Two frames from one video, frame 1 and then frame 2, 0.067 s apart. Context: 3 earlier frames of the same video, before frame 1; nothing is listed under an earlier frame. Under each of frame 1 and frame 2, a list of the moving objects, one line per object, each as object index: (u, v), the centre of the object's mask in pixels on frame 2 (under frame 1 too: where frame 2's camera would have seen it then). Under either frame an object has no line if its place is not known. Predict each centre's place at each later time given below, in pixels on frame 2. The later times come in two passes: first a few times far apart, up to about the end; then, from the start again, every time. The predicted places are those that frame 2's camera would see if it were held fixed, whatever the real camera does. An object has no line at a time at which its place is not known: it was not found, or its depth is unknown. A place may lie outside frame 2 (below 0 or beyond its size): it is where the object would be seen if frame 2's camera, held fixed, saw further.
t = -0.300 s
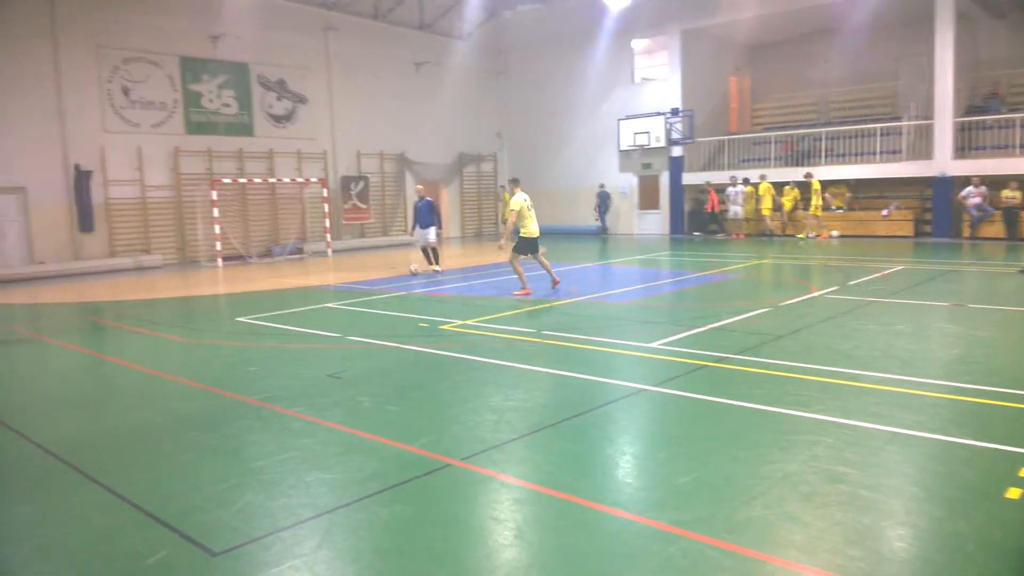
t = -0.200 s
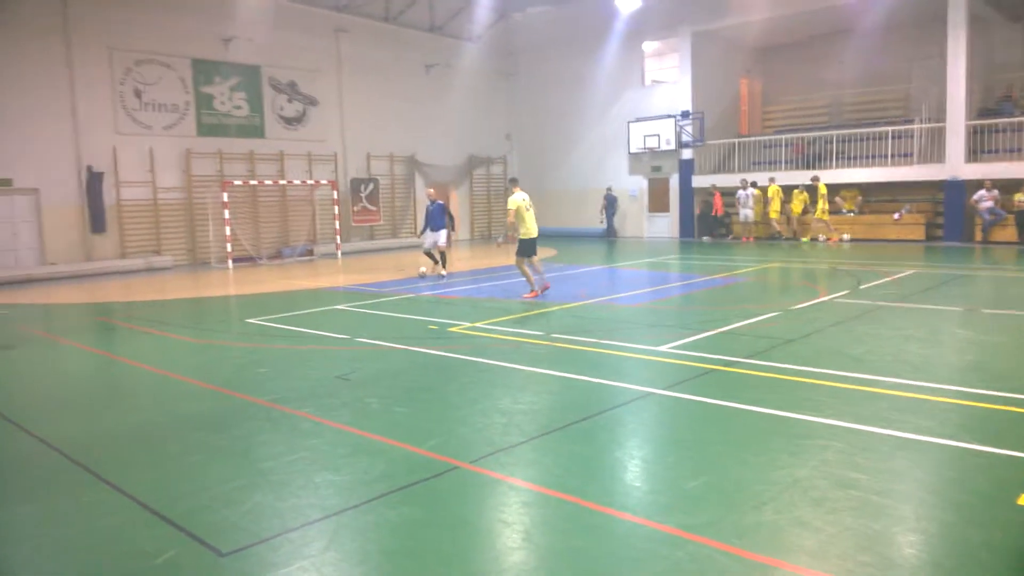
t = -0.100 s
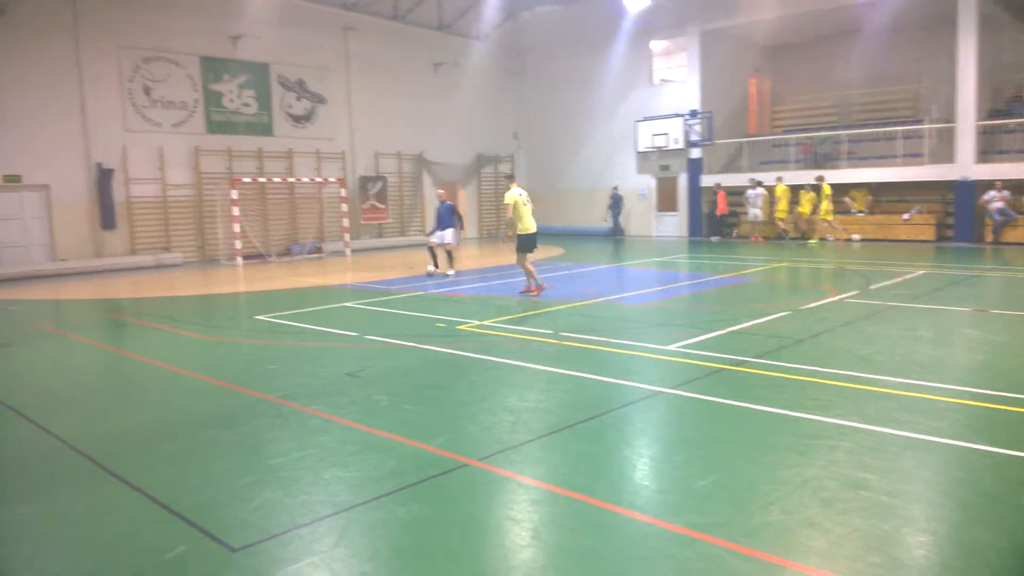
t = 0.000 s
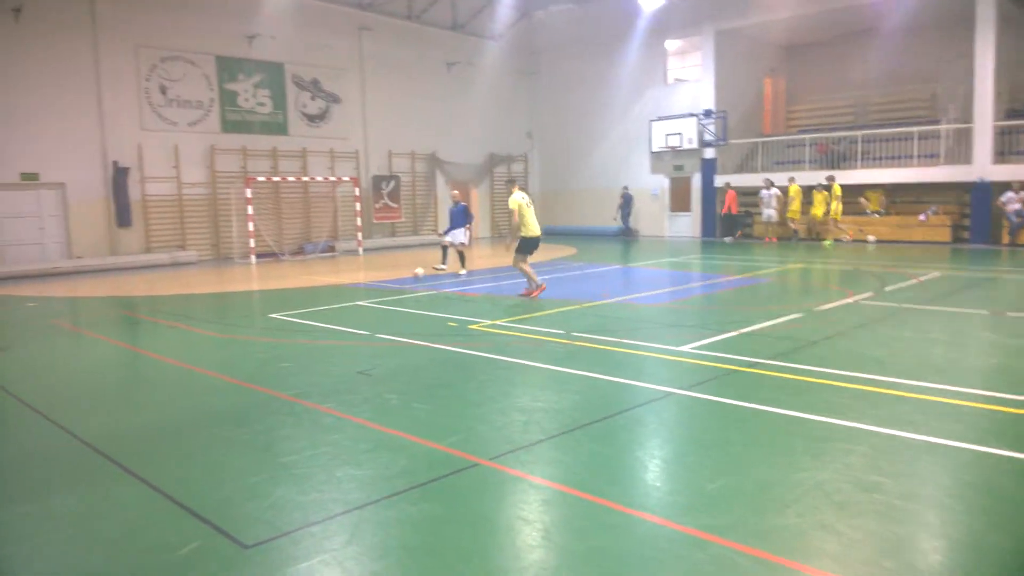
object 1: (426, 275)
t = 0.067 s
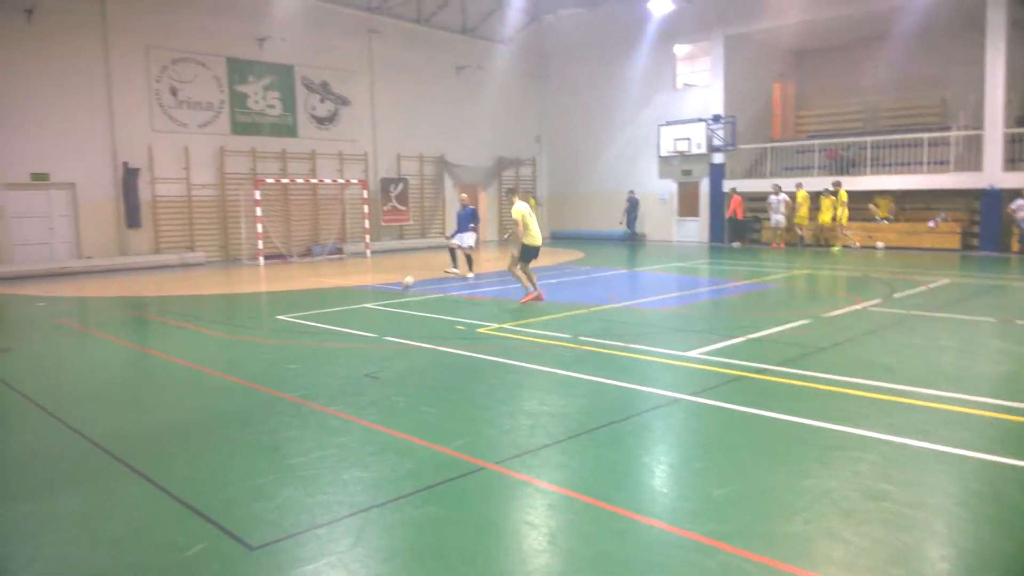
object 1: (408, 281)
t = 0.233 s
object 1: (362, 290)
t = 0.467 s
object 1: (288, 310)
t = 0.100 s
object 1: (399, 283)
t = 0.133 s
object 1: (390, 283)
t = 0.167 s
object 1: (381, 287)
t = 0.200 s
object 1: (371, 289)
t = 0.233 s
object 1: (362, 290)
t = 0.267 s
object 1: (352, 293)
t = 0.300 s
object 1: (342, 295)
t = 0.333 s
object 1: (331, 298)
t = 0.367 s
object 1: (322, 301)
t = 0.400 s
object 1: (310, 304)
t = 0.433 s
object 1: (299, 306)
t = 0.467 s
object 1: (288, 310)
